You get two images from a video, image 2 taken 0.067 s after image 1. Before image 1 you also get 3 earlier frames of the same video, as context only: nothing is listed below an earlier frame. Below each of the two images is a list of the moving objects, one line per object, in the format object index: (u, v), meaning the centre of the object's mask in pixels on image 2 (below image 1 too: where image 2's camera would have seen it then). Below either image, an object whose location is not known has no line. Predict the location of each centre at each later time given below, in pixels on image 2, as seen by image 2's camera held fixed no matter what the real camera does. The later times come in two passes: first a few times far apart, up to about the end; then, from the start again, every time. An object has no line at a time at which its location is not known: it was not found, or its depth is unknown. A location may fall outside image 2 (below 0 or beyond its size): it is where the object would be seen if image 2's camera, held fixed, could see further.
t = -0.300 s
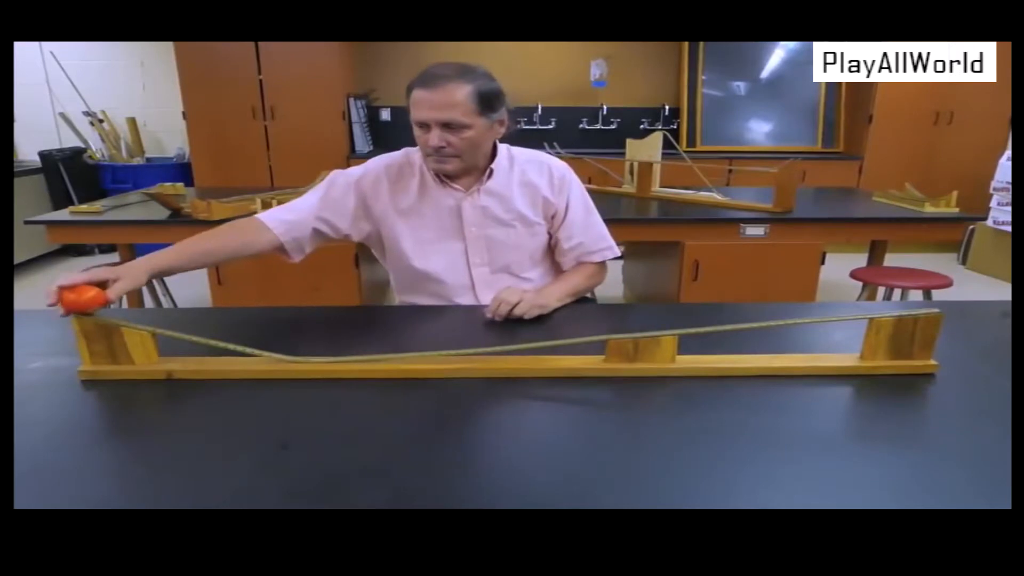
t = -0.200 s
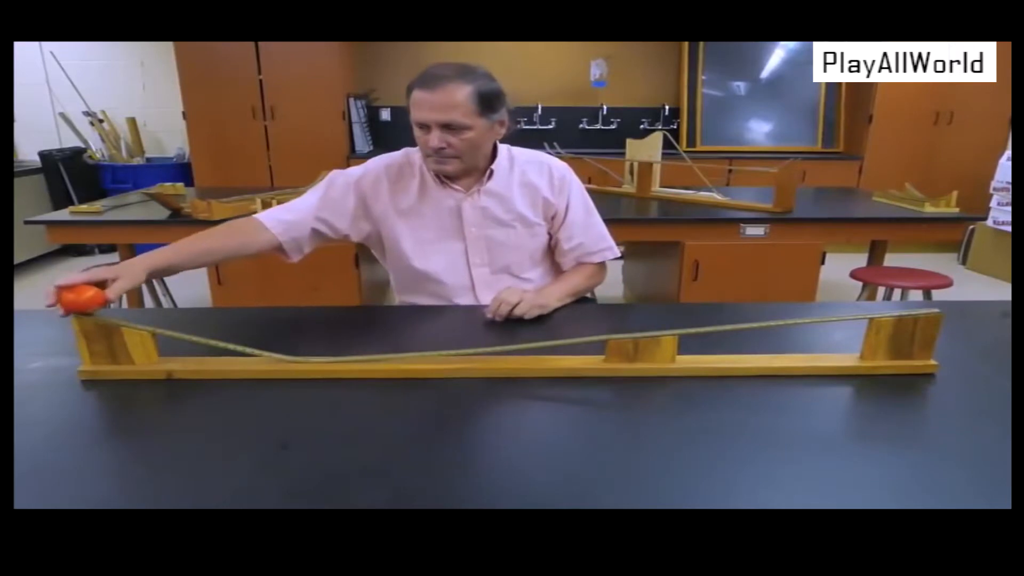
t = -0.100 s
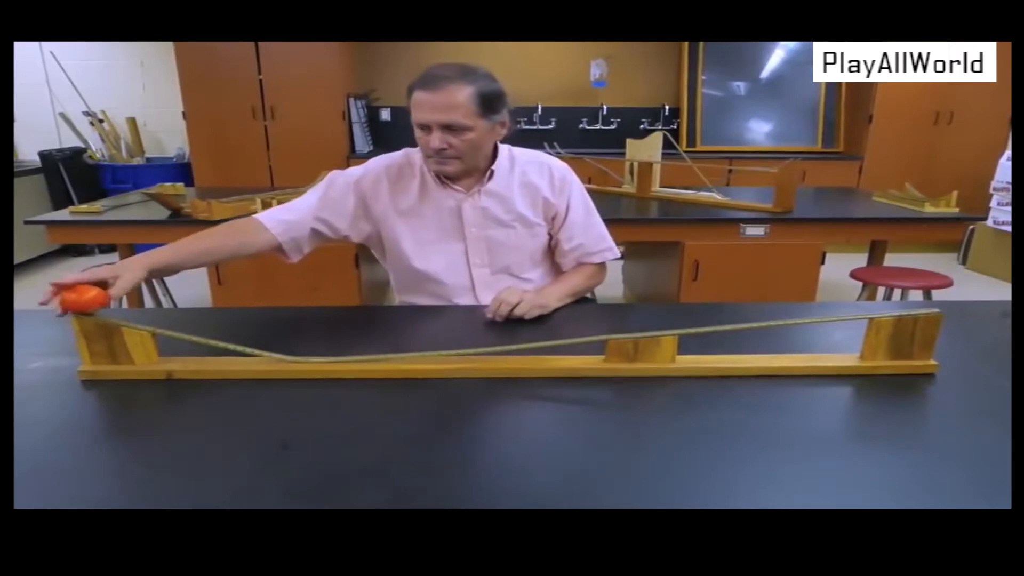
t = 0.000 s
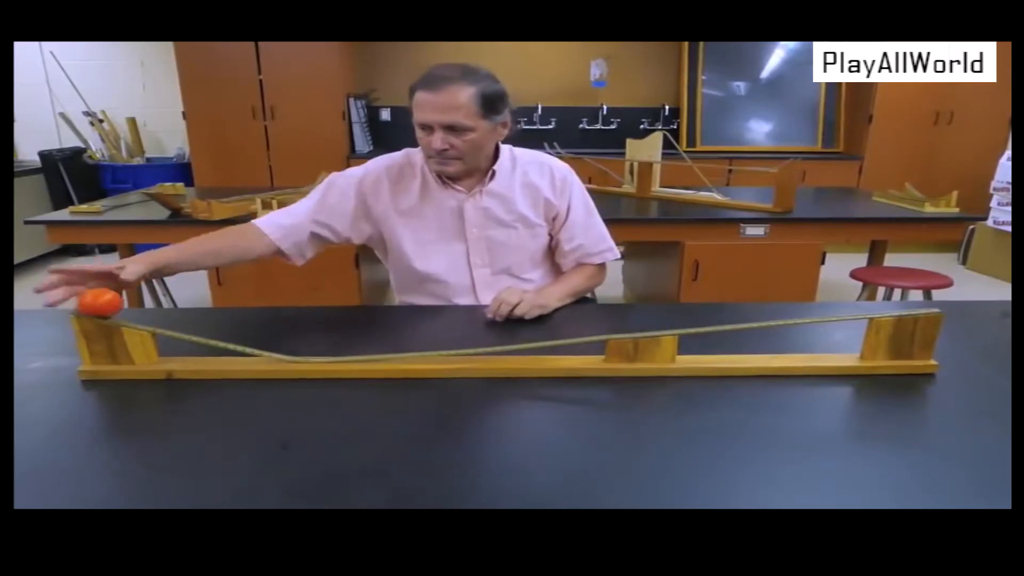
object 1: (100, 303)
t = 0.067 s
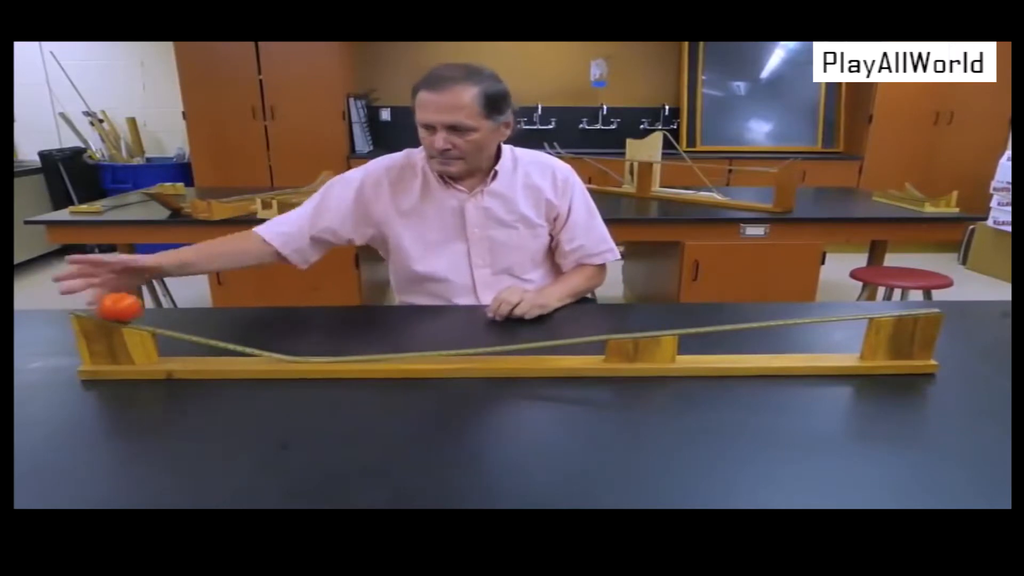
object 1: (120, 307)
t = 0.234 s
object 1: (202, 325)
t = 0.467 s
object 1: (378, 343)
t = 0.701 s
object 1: (550, 329)
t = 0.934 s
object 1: (684, 317)
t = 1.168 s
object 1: (786, 309)
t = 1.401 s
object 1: (854, 303)
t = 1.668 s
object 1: (896, 300)
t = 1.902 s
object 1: (900, 300)
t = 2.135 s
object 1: (873, 302)
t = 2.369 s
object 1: (817, 306)
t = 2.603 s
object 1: (730, 313)
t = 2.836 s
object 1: (611, 323)
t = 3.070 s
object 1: (456, 338)
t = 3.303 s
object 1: (276, 342)
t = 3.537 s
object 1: (141, 313)
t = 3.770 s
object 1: (96, 302)
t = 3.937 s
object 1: (120, 308)
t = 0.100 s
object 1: (132, 310)
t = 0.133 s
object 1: (146, 313)
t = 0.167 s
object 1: (164, 317)
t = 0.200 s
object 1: (182, 321)
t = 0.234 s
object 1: (202, 325)
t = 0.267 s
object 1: (223, 330)
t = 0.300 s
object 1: (246, 335)
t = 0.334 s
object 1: (270, 341)
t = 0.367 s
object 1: (297, 346)
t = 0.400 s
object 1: (325, 346)
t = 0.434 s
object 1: (352, 344)
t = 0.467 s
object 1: (378, 343)
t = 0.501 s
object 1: (405, 341)
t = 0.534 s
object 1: (431, 340)
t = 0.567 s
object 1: (455, 338)
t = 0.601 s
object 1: (481, 336)
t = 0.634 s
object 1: (505, 334)
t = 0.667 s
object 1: (527, 332)
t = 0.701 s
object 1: (550, 329)
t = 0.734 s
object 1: (571, 327)
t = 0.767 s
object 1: (591, 325)
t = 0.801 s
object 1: (611, 323)
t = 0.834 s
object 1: (630, 321)
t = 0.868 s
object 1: (649, 319)
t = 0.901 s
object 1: (668, 318)
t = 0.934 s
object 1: (684, 317)
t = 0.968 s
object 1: (701, 315)
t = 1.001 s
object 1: (717, 314)
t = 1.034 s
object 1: (731, 314)
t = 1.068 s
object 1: (746, 312)
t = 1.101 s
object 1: (760, 311)
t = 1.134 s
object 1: (773, 309)
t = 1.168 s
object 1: (786, 309)
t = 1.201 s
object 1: (797, 308)
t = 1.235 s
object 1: (808, 307)
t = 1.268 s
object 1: (819, 306)
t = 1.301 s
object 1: (830, 305)
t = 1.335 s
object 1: (839, 304)
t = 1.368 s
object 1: (846, 304)
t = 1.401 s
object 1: (854, 303)
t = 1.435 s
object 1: (862, 303)
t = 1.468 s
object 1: (869, 302)
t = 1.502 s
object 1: (875, 301)
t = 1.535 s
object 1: (881, 301)
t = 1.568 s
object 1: (885, 300)
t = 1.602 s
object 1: (890, 300)
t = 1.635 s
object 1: (893, 300)
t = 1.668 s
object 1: (896, 300)
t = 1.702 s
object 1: (899, 299)
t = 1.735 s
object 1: (900, 299)
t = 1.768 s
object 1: (902, 299)
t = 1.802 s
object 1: (902, 299)
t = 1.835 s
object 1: (902, 299)
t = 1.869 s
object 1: (901, 299)
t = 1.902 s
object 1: (900, 300)
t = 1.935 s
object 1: (899, 300)
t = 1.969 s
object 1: (896, 300)
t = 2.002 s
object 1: (893, 300)
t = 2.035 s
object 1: (889, 300)
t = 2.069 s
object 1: (884, 301)
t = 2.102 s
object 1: (880, 301)
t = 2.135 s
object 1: (873, 302)
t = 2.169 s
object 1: (867, 302)
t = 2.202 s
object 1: (861, 303)
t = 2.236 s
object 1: (853, 303)
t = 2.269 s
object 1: (845, 304)
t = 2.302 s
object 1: (837, 304)
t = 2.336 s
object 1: (827, 305)
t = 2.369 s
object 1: (817, 306)
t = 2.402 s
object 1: (807, 307)
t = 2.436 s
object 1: (795, 308)
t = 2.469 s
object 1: (783, 309)
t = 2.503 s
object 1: (771, 310)
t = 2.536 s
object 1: (758, 311)
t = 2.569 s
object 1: (745, 312)
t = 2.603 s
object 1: (730, 313)
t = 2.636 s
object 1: (715, 314)
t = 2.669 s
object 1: (699, 316)
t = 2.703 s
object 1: (683, 317)
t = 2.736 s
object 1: (666, 318)
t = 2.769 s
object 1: (648, 320)
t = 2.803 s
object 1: (629, 322)
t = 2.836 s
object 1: (611, 323)
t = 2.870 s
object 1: (591, 325)
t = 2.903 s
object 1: (570, 327)
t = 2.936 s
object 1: (550, 329)
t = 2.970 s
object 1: (528, 331)
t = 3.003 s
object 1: (505, 334)
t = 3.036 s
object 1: (481, 336)
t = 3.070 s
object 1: (456, 338)
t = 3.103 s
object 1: (432, 340)
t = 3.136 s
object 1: (407, 341)
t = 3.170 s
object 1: (381, 343)
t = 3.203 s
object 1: (355, 344)
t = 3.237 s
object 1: (328, 346)
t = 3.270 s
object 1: (302, 346)
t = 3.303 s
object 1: (276, 342)
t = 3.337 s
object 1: (252, 337)
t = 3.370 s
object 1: (229, 332)
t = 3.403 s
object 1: (208, 327)
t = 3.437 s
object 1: (189, 323)
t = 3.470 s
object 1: (172, 320)
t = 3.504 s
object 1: (156, 316)
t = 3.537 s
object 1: (141, 313)
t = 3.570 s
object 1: (130, 310)
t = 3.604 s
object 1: (120, 308)
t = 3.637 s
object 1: (111, 306)
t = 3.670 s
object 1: (105, 304)
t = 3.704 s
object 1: (99, 303)
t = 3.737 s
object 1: (97, 302)
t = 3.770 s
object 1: (96, 302)
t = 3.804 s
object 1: (97, 302)
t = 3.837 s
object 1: (100, 304)
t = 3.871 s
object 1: (105, 304)
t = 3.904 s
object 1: (110, 306)
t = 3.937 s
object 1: (120, 308)
